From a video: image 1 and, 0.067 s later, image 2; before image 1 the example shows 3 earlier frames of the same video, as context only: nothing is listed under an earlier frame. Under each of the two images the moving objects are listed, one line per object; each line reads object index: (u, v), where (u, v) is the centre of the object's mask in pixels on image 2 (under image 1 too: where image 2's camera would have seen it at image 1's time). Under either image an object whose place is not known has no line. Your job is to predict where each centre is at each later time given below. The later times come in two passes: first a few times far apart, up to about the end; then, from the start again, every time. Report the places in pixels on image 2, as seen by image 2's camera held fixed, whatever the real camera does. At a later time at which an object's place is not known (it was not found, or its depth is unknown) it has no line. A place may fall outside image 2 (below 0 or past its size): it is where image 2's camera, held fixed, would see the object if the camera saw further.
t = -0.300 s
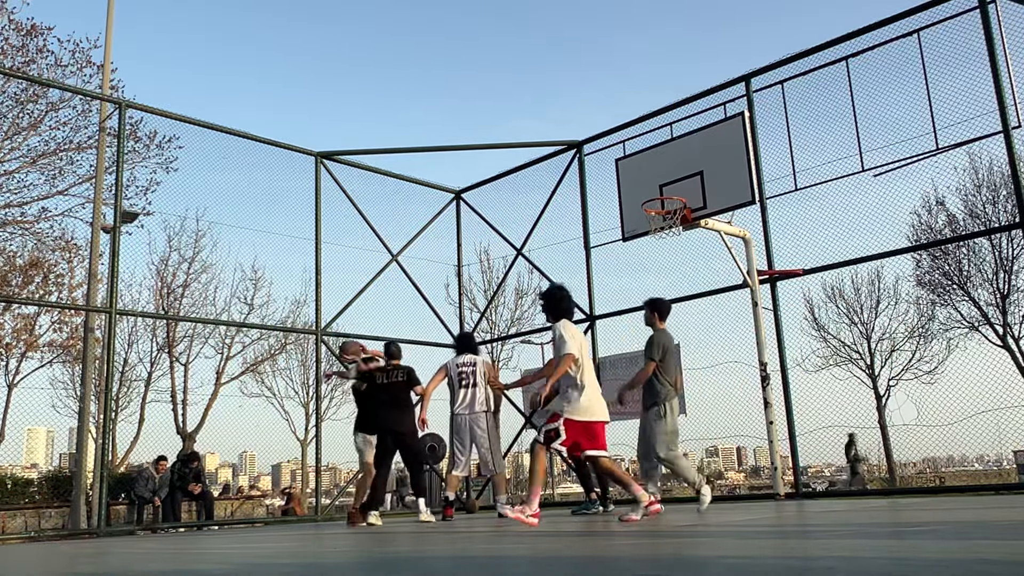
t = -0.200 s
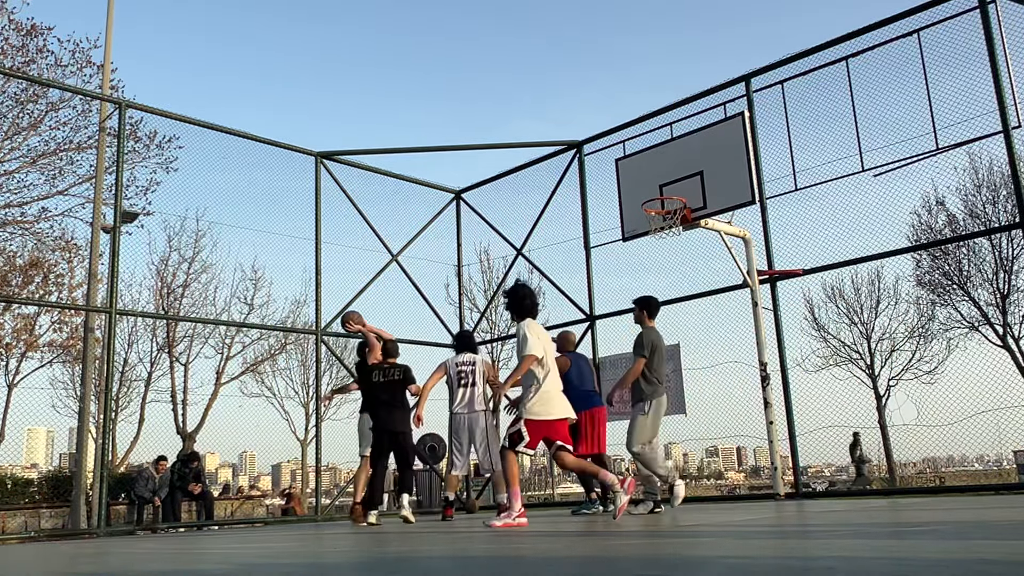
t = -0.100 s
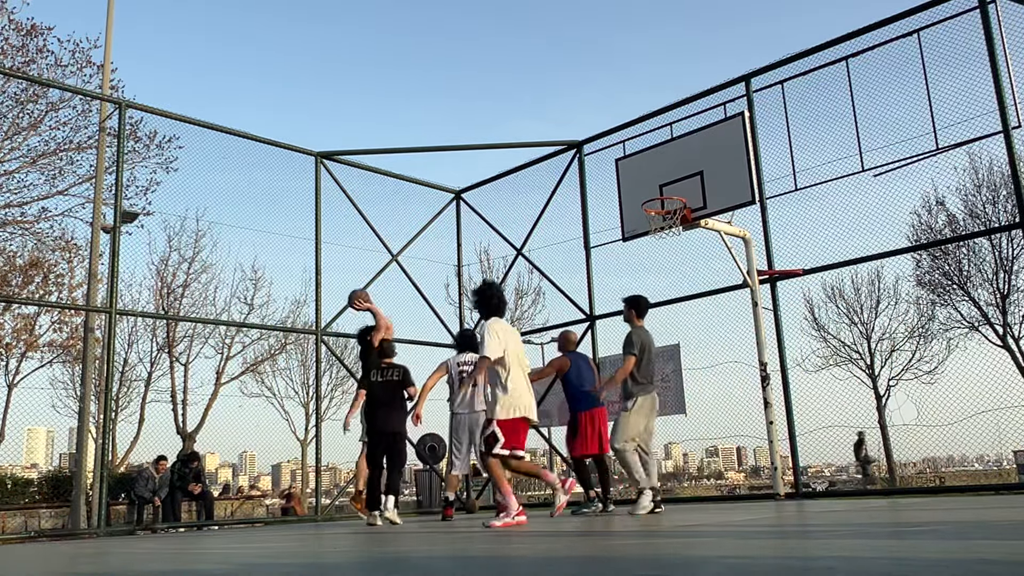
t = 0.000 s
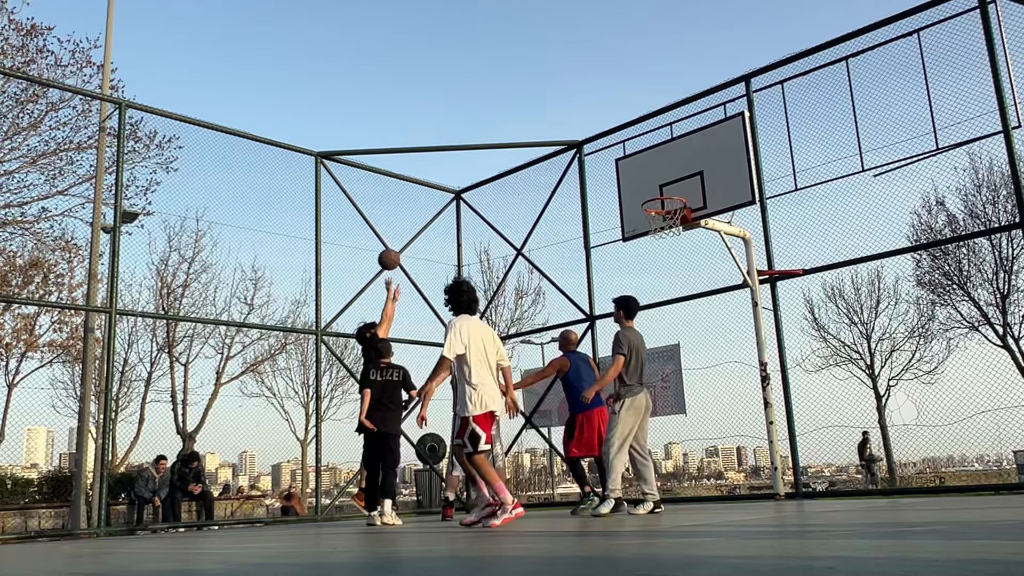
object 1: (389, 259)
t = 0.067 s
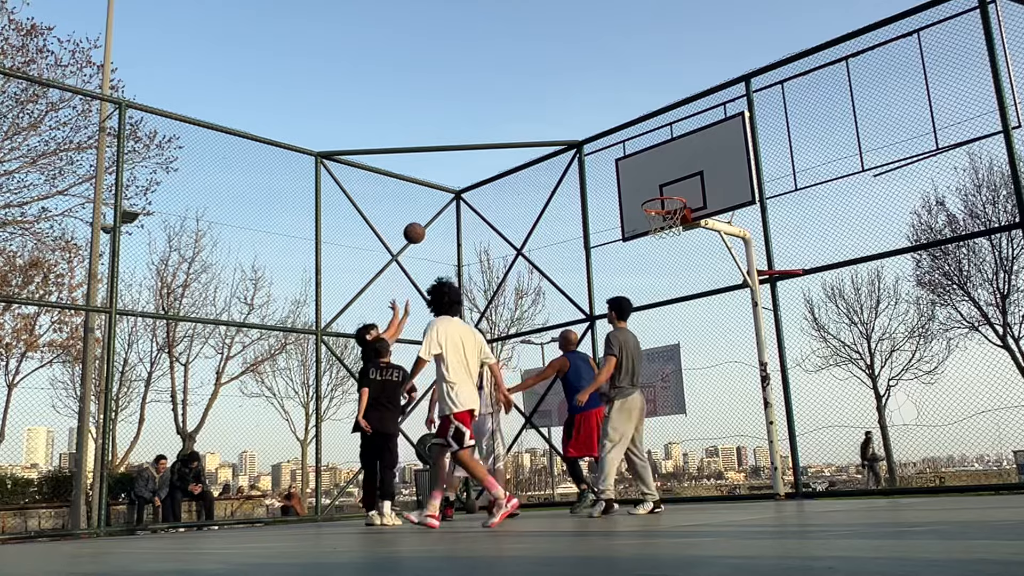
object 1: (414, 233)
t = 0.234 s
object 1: (476, 185)
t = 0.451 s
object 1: (556, 160)
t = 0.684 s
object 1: (641, 176)
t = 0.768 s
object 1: (673, 189)
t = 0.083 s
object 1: (420, 227)
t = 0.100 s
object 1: (427, 221)
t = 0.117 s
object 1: (433, 216)
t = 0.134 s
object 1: (439, 211)
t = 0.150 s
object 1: (445, 206)
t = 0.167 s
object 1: (451, 201)
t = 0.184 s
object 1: (458, 197)
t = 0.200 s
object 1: (464, 193)
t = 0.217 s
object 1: (471, 189)
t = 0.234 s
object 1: (476, 185)
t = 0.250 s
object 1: (483, 182)
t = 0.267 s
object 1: (489, 179)
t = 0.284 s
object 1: (495, 176)
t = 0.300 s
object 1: (501, 173)
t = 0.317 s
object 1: (507, 171)
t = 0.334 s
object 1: (513, 169)
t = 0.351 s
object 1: (519, 166)
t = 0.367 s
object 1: (526, 165)
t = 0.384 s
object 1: (531, 163)
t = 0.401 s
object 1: (537, 162)
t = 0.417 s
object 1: (544, 161)
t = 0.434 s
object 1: (550, 160)
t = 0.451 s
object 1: (556, 160)
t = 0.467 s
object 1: (562, 159)
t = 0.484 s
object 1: (568, 159)
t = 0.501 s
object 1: (574, 159)
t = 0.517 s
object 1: (580, 159)
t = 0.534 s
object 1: (586, 160)
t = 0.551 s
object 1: (593, 161)
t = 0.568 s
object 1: (599, 162)
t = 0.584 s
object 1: (605, 163)
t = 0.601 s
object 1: (611, 165)
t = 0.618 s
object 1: (617, 167)
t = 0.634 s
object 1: (623, 169)
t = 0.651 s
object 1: (629, 171)
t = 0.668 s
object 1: (636, 173)
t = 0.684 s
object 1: (641, 176)
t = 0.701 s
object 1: (648, 178)
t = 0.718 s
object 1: (654, 181)
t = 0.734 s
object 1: (661, 185)
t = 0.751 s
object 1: (667, 187)
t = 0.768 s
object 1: (673, 189)
